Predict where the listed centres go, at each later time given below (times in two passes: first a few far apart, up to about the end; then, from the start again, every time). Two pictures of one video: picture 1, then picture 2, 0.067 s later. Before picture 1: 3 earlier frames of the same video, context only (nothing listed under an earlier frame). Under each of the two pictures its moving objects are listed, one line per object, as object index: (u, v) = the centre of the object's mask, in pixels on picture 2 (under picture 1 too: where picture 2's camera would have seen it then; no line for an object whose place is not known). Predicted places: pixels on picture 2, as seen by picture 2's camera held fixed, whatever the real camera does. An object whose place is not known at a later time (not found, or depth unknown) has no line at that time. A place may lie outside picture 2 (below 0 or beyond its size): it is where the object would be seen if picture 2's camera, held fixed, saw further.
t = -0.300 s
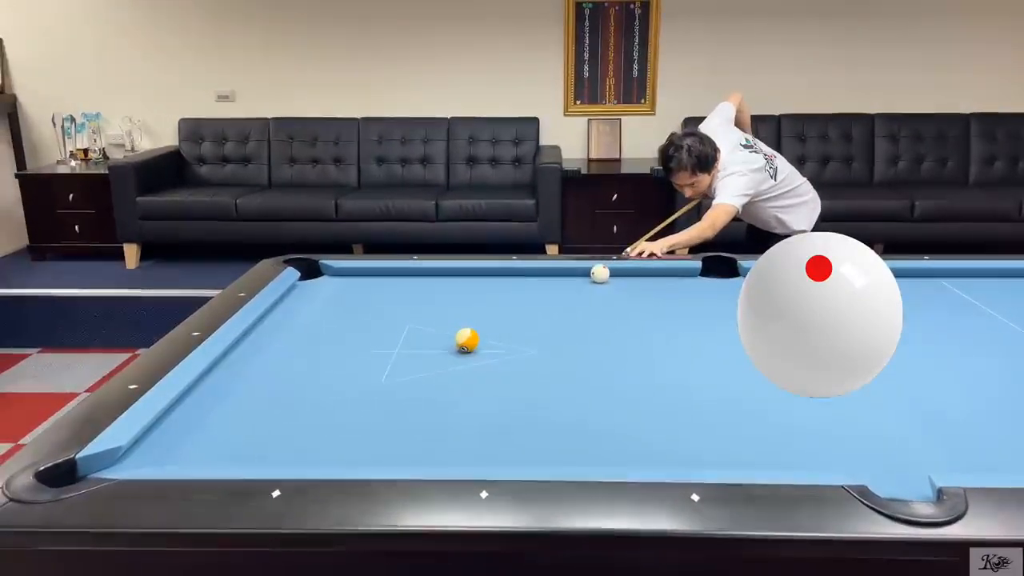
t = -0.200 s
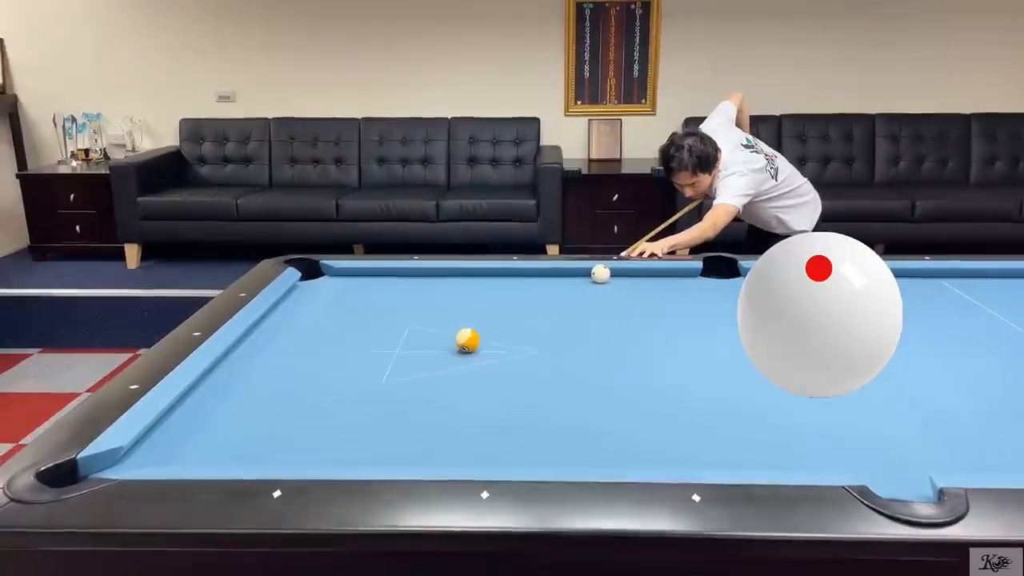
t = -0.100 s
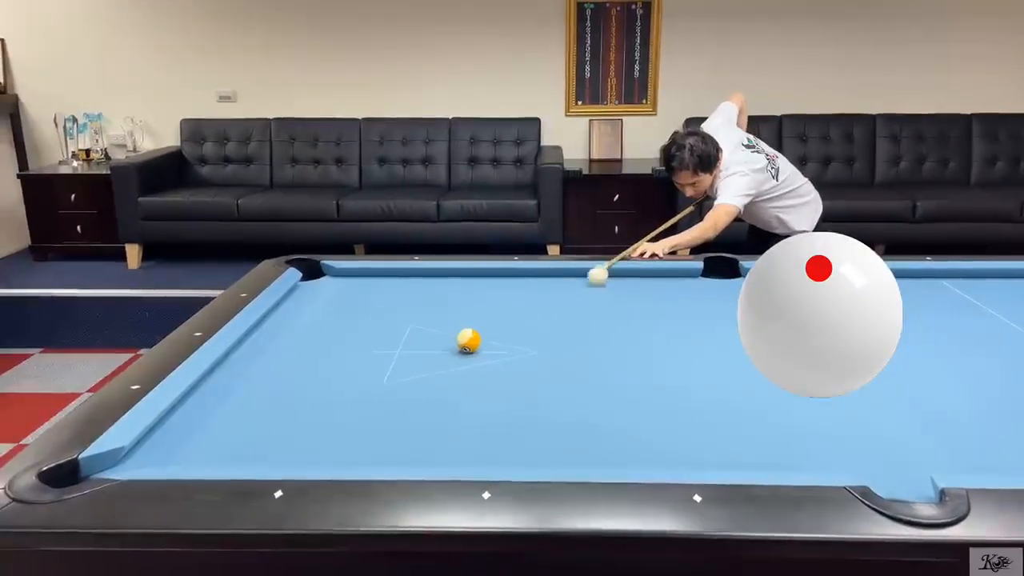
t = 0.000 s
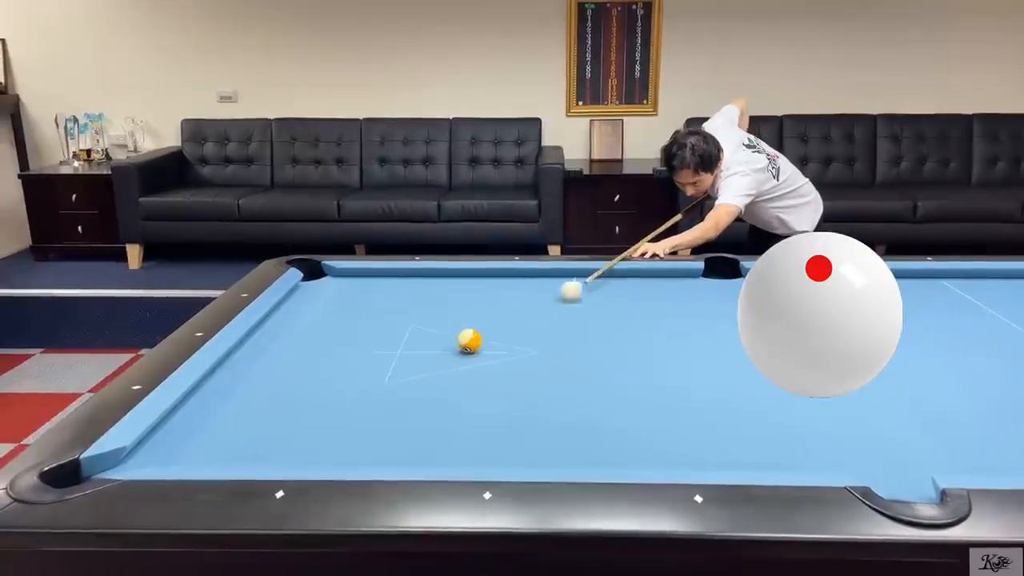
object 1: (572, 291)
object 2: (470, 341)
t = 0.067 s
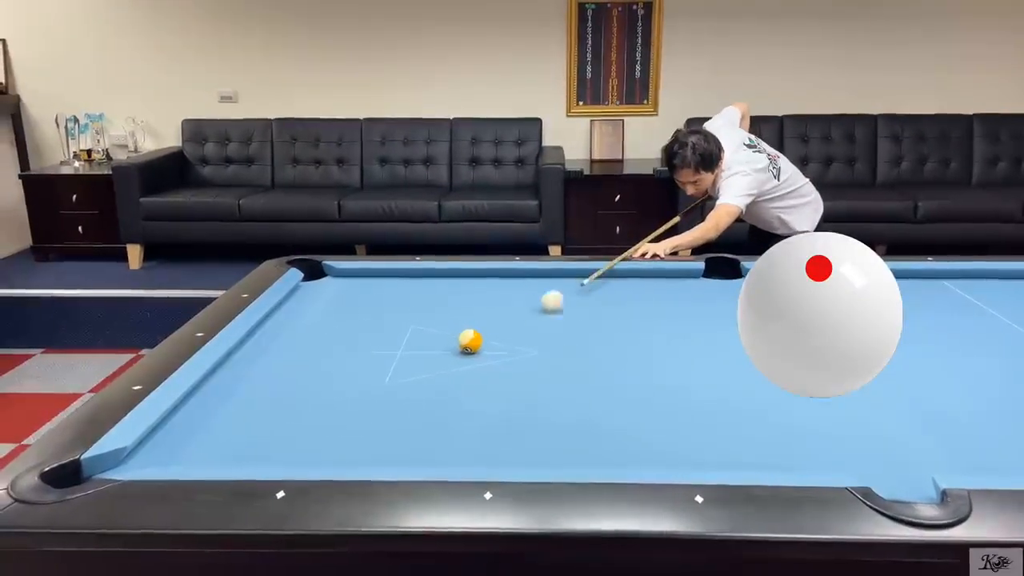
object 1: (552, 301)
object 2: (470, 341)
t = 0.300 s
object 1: (490, 337)
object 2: (448, 349)
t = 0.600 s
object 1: (487, 356)
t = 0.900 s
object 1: (473, 381)
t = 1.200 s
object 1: (458, 408)
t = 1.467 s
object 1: (444, 435)
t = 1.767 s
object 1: (428, 459)
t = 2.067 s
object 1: (427, 448)
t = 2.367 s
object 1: (428, 432)
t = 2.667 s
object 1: (428, 420)
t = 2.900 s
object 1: (428, 412)
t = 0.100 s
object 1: (542, 306)
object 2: (470, 341)
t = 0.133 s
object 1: (531, 312)
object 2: (470, 341)
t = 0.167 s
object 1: (519, 319)
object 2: (470, 341)
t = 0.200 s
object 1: (507, 324)
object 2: (470, 341)
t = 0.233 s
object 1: (495, 331)
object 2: (470, 341)
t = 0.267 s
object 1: (488, 336)
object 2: (464, 343)
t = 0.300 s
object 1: (490, 337)
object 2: (448, 349)
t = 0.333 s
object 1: (491, 338)
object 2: (433, 355)
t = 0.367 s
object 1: (492, 339)
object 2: (417, 361)
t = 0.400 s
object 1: (493, 341)
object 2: (402, 367)
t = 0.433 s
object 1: (493, 344)
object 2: (387, 372)
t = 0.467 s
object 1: (492, 346)
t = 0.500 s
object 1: (491, 348)
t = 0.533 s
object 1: (489, 351)
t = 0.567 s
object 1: (488, 353)
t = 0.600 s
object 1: (487, 356)
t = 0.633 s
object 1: (485, 358)
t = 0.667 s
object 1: (483, 361)
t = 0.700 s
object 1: (482, 364)
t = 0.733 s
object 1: (481, 366)
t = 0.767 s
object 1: (480, 369)
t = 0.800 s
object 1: (478, 372)
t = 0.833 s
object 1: (476, 375)
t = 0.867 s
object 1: (475, 378)
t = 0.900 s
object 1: (473, 381)
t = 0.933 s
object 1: (472, 384)
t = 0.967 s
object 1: (470, 387)
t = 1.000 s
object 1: (468, 390)
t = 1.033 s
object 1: (466, 392)
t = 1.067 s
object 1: (465, 396)
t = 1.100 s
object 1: (463, 399)
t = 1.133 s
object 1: (462, 402)
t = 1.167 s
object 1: (460, 405)
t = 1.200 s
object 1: (458, 408)
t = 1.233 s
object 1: (456, 412)
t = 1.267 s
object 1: (454, 414)
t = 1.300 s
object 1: (453, 418)
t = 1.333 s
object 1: (451, 421)
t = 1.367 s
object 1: (449, 425)
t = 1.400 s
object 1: (447, 428)
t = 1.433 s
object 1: (446, 432)
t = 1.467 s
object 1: (444, 435)
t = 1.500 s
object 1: (442, 439)
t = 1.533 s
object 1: (440, 442)
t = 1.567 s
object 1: (438, 446)
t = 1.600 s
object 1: (436, 449)
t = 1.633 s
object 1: (434, 452)
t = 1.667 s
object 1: (433, 454)
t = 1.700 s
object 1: (431, 456)
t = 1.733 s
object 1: (429, 458)
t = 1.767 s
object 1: (428, 459)
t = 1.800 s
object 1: (428, 457)
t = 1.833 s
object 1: (428, 456)
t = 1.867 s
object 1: (428, 455)
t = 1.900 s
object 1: (428, 453)
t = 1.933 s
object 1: (428, 453)
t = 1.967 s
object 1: (428, 451)
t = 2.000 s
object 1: (428, 450)
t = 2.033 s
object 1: (428, 449)
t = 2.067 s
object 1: (427, 448)
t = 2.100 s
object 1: (428, 445)
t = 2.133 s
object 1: (428, 443)
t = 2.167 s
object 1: (428, 442)
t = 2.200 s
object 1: (428, 440)
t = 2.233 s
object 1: (428, 439)
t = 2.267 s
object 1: (428, 437)
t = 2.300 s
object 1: (428, 435)
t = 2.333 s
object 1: (428, 433)
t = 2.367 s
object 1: (428, 432)
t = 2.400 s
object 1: (428, 431)
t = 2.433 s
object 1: (428, 429)
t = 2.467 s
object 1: (428, 428)
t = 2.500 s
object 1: (428, 426)
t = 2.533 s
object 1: (428, 425)
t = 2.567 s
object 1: (428, 424)
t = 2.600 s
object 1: (428, 422)
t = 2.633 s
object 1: (428, 421)
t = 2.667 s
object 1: (428, 420)
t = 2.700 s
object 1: (428, 419)
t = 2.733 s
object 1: (428, 418)
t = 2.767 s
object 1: (428, 417)
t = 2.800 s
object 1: (428, 415)
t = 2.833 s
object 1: (428, 414)
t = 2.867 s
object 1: (428, 413)
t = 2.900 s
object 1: (428, 412)
